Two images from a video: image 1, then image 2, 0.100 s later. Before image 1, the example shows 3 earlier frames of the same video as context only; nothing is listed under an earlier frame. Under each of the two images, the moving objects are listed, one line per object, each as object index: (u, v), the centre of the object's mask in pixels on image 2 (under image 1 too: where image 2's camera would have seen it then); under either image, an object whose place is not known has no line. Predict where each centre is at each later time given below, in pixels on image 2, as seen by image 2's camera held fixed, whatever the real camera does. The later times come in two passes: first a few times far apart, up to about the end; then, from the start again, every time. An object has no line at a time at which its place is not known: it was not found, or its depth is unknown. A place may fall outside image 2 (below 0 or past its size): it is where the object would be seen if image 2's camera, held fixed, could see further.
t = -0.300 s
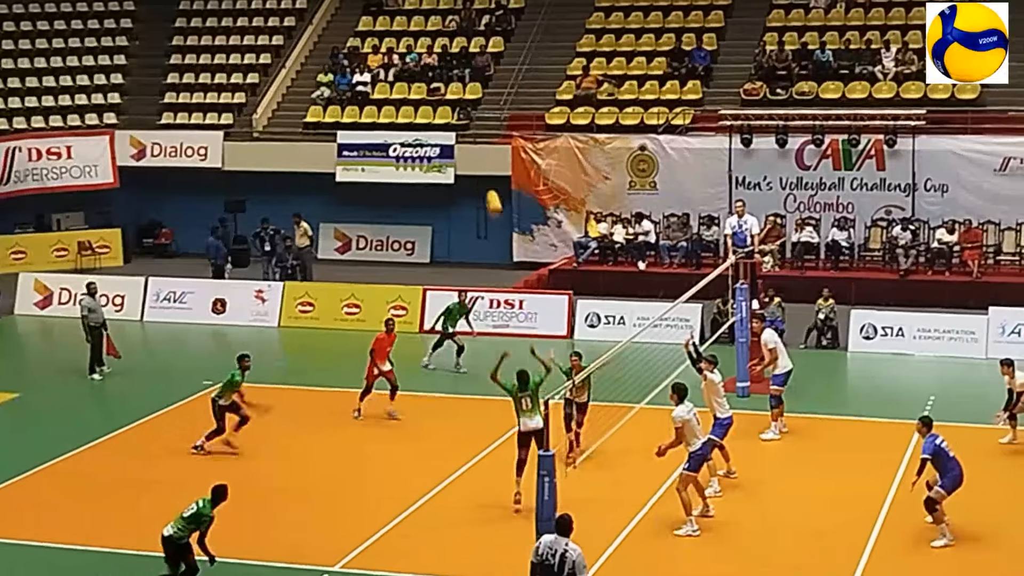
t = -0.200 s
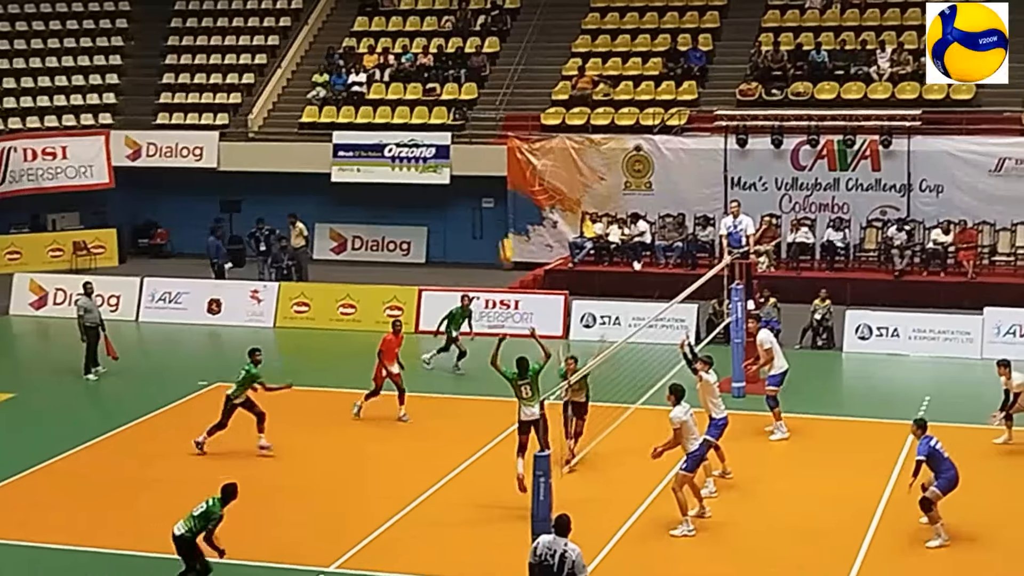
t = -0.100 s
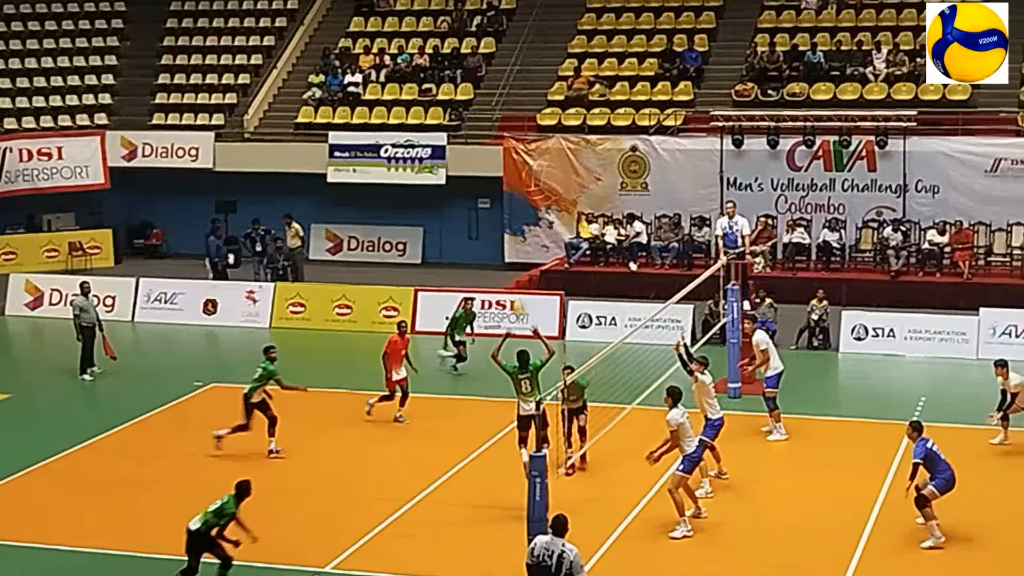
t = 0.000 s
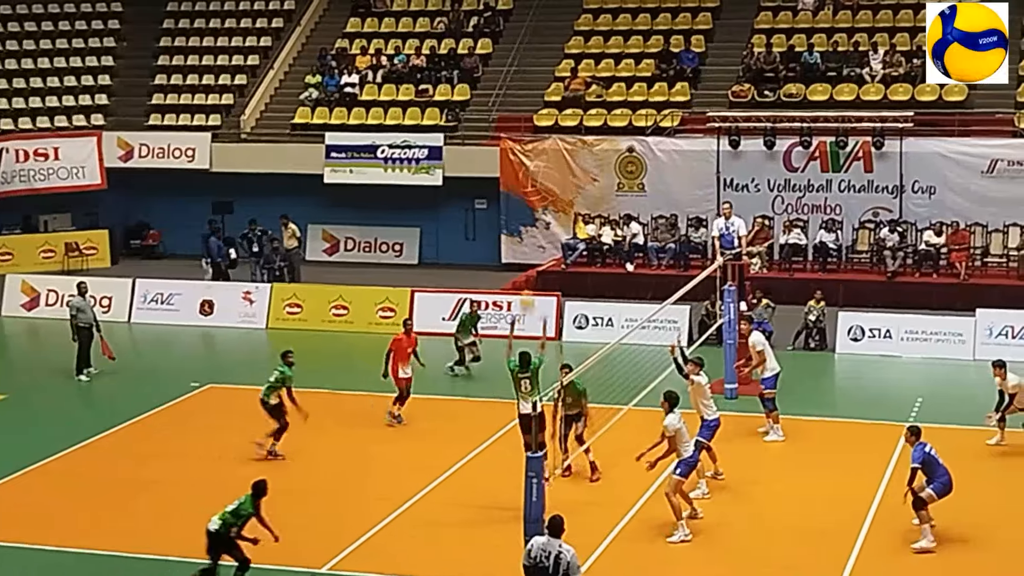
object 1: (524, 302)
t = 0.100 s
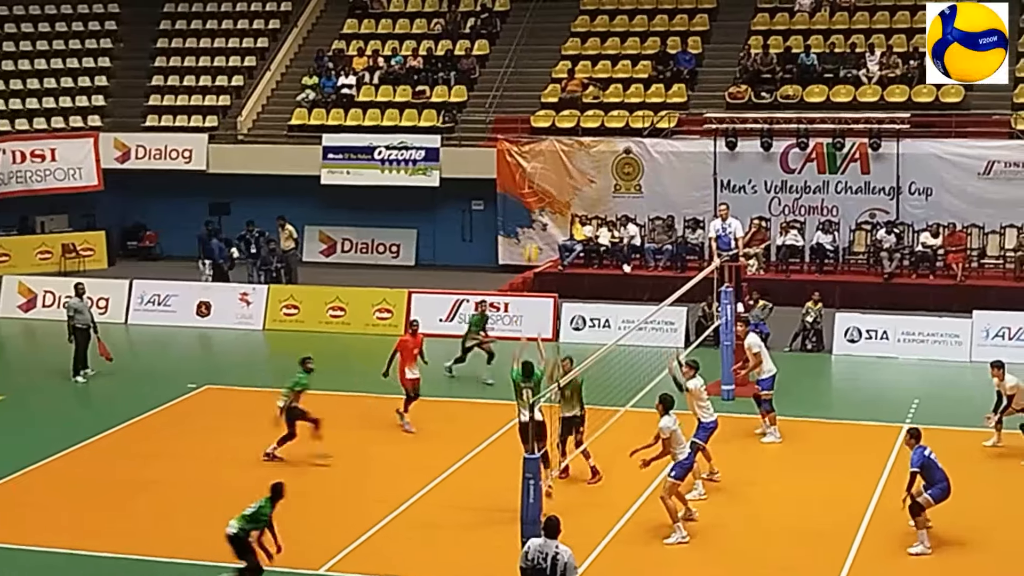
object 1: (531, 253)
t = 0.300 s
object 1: (544, 181)
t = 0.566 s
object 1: (560, 140)
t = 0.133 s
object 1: (533, 238)
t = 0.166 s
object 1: (536, 225)
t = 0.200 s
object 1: (537, 213)
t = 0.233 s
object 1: (539, 203)
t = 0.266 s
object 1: (542, 191)
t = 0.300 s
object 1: (544, 181)
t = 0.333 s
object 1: (546, 174)
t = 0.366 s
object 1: (548, 167)
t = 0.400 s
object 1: (550, 160)
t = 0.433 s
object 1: (552, 155)
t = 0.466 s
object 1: (554, 150)
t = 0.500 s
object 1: (556, 146)
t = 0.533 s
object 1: (558, 143)
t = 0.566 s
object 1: (560, 140)
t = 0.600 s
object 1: (562, 138)
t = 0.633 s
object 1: (563, 137)
